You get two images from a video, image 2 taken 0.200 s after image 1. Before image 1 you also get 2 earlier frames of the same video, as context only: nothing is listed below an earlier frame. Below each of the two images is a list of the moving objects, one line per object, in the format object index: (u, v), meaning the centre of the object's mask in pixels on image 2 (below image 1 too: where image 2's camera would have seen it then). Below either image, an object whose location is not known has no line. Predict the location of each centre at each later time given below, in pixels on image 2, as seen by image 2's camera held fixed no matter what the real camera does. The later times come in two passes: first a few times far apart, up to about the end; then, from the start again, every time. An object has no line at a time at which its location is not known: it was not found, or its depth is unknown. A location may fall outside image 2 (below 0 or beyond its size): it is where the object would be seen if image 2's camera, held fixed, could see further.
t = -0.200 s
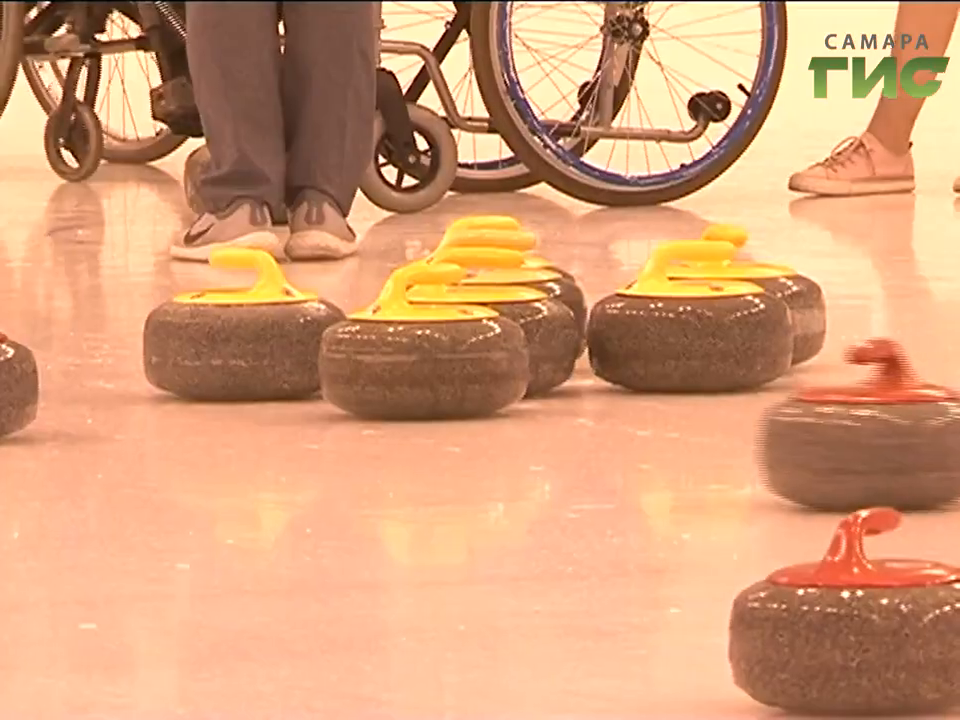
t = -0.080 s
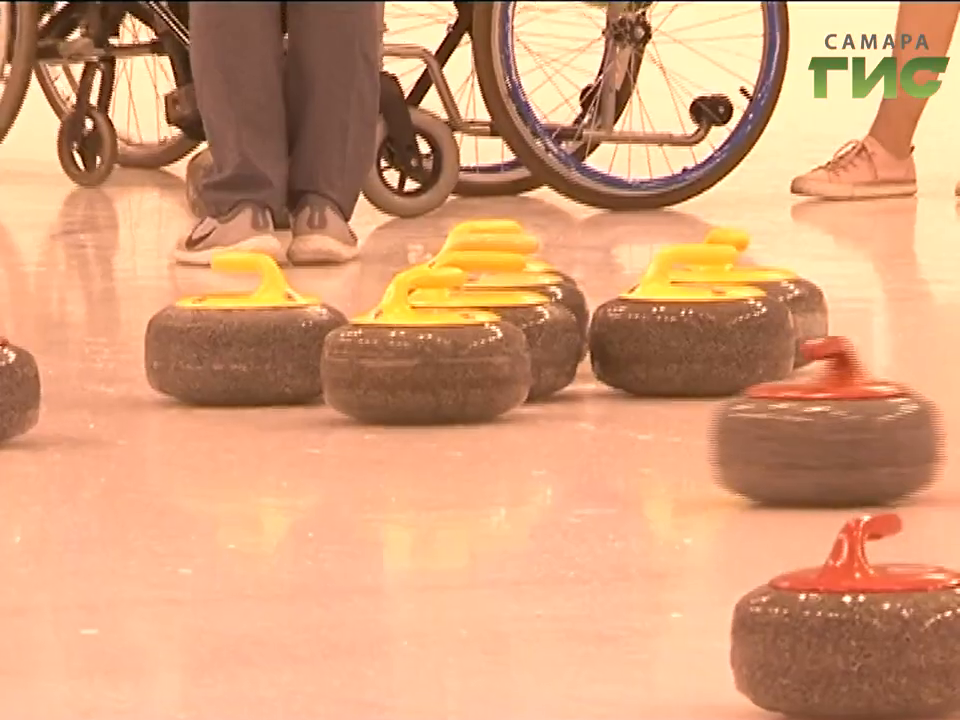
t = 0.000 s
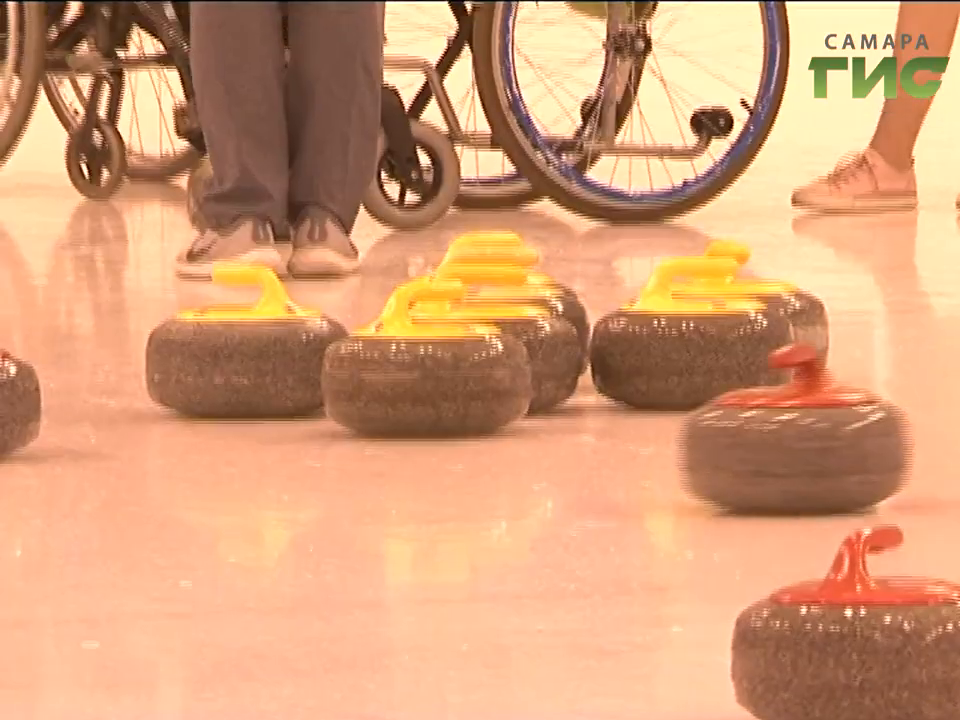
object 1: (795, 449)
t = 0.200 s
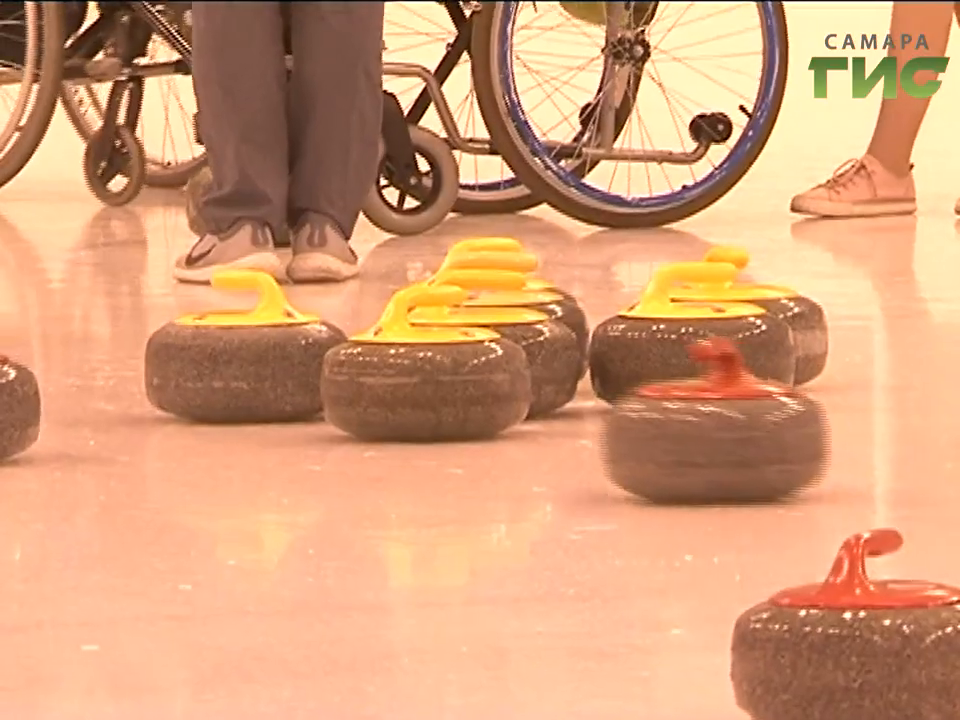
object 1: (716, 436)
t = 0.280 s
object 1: (685, 431)
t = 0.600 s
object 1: (567, 413)
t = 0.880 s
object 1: (470, 397)
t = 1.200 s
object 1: (394, 392)
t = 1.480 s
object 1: (349, 392)
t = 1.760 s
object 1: (315, 391)
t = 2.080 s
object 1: (298, 390)
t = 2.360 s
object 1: (294, 390)
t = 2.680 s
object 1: (293, 391)
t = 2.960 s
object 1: (293, 391)
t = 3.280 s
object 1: (293, 390)
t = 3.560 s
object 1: (293, 391)
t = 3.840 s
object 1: (293, 391)
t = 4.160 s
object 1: (294, 391)
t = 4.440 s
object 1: (294, 391)
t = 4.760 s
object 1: (294, 391)
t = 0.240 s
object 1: (700, 434)
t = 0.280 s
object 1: (685, 431)
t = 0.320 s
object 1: (669, 429)
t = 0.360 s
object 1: (653, 426)
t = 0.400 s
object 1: (639, 423)
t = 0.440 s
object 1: (625, 422)
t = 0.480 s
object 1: (610, 420)
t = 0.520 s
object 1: (595, 417)
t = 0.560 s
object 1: (582, 414)
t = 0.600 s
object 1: (567, 413)
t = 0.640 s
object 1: (553, 411)
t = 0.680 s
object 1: (539, 408)
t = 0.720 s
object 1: (525, 406)
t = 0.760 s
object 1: (510, 404)
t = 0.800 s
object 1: (497, 403)
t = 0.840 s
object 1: (482, 400)
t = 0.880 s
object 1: (470, 397)
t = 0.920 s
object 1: (457, 395)
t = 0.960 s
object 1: (443, 393)
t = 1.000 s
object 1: (432, 392)
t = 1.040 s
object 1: (425, 391)
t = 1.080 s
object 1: (417, 391)
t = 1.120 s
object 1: (410, 392)
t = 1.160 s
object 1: (401, 392)
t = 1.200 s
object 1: (394, 392)
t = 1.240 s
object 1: (388, 392)
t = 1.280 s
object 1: (380, 391)
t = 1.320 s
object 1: (374, 391)
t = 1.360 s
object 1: (367, 391)
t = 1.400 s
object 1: (361, 391)
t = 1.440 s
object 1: (354, 392)
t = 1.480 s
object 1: (349, 392)
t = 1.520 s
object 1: (343, 391)
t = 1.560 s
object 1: (338, 391)
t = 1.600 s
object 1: (333, 391)
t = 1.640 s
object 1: (327, 392)
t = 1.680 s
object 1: (323, 391)
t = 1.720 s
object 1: (319, 391)
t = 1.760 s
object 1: (315, 391)
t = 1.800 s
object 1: (313, 391)
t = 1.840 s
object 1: (310, 391)
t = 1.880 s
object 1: (308, 391)
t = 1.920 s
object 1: (305, 391)
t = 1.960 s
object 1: (303, 390)
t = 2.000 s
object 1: (302, 390)
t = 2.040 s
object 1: (300, 390)
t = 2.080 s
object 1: (298, 390)
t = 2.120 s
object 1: (297, 390)
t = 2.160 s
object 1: (296, 390)
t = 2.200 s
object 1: (295, 390)
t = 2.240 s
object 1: (294, 390)
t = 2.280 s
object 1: (294, 390)
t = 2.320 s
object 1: (294, 390)
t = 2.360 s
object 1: (294, 390)
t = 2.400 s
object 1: (293, 390)
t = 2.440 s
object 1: (293, 390)
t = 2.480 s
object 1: (293, 390)
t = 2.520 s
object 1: (293, 390)
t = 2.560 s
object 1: (293, 390)
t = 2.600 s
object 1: (293, 390)
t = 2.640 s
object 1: (293, 391)
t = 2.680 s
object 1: (293, 391)
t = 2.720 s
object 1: (293, 391)
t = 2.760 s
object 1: (293, 391)
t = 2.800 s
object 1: (293, 391)
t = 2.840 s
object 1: (293, 391)
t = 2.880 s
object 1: (293, 391)
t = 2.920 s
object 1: (293, 391)
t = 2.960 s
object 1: (293, 391)
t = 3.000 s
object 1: (293, 390)
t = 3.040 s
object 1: (293, 390)
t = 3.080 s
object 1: (293, 390)
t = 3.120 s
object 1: (293, 390)
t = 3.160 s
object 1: (293, 390)
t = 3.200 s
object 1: (293, 391)
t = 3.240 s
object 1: (293, 390)
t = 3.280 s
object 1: (293, 390)
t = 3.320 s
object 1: (294, 390)
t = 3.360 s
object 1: (294, 390)
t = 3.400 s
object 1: (293, 391)
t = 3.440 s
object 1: (293, 391)
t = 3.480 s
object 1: (293, 391)
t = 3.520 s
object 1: (293, 391)
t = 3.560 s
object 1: (293, 391)
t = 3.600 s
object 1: (293, 391)
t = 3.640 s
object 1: (293, 391)
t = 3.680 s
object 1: (293, 391)
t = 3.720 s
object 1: (293, 391)
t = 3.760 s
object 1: (293, 391)
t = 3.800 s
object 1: (293, 391)
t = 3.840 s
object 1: (293, 391)
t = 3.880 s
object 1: (294, 391)
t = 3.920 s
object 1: (293, 391)
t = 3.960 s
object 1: (293, 391)
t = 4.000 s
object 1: (293, 391)
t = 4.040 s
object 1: (293, 391)
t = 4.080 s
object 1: (293, 391)
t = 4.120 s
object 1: (293, 391)
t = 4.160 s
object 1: (294, 391)
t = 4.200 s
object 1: (294, 391)
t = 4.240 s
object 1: (294, 391)
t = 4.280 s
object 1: (294, 391)
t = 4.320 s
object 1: (294, 391)
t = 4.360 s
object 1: (294, 391)
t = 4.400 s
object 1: (294, 391)
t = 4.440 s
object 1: (294, 391)
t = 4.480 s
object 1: (294, 391)
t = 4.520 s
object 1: (294, 391)
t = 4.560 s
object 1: (294, 391)
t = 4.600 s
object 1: (294, 391)
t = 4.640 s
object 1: (294, 391)
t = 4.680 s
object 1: (294, 391)
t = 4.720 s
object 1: (294, 391)
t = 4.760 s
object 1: (294, 391)
